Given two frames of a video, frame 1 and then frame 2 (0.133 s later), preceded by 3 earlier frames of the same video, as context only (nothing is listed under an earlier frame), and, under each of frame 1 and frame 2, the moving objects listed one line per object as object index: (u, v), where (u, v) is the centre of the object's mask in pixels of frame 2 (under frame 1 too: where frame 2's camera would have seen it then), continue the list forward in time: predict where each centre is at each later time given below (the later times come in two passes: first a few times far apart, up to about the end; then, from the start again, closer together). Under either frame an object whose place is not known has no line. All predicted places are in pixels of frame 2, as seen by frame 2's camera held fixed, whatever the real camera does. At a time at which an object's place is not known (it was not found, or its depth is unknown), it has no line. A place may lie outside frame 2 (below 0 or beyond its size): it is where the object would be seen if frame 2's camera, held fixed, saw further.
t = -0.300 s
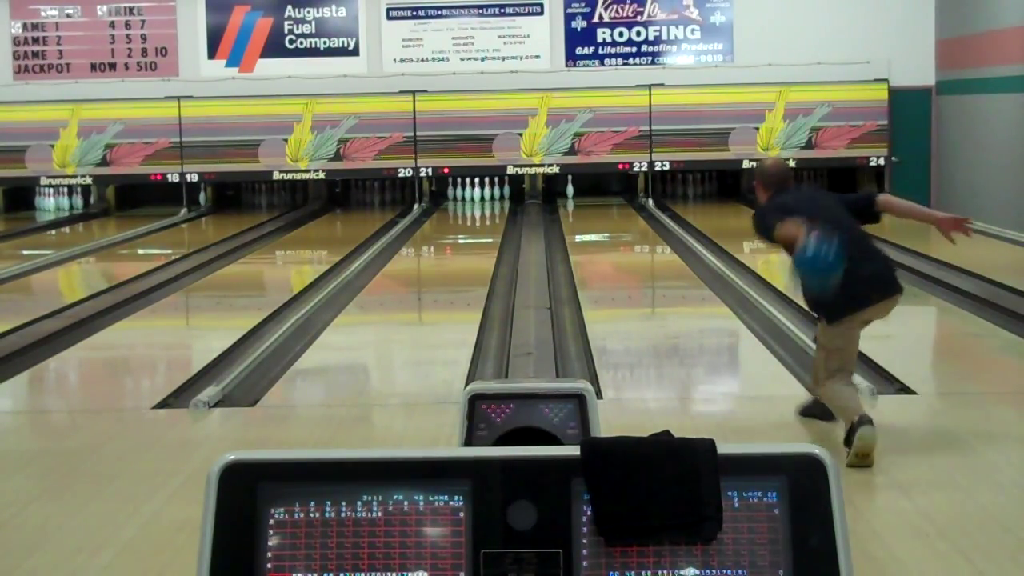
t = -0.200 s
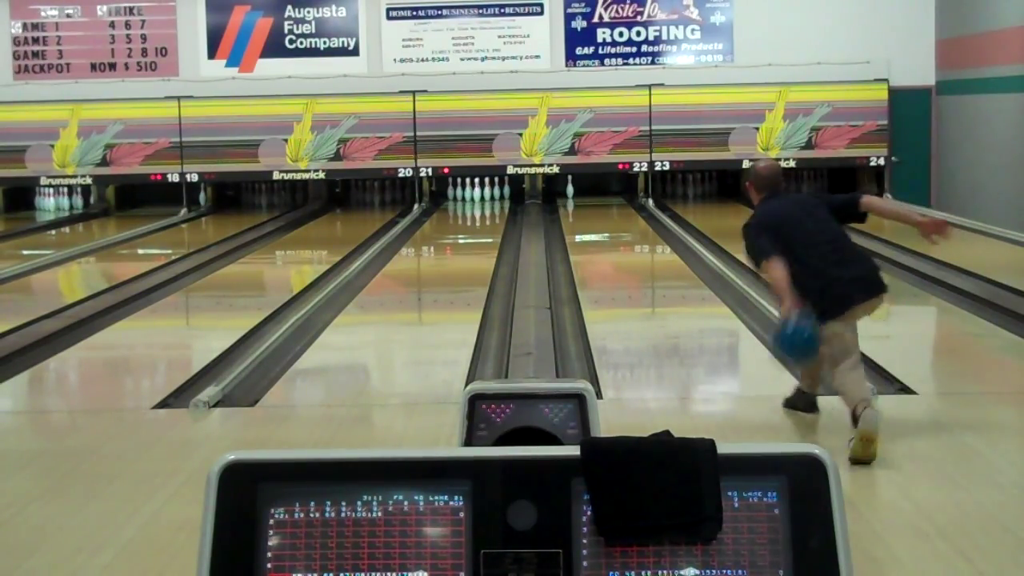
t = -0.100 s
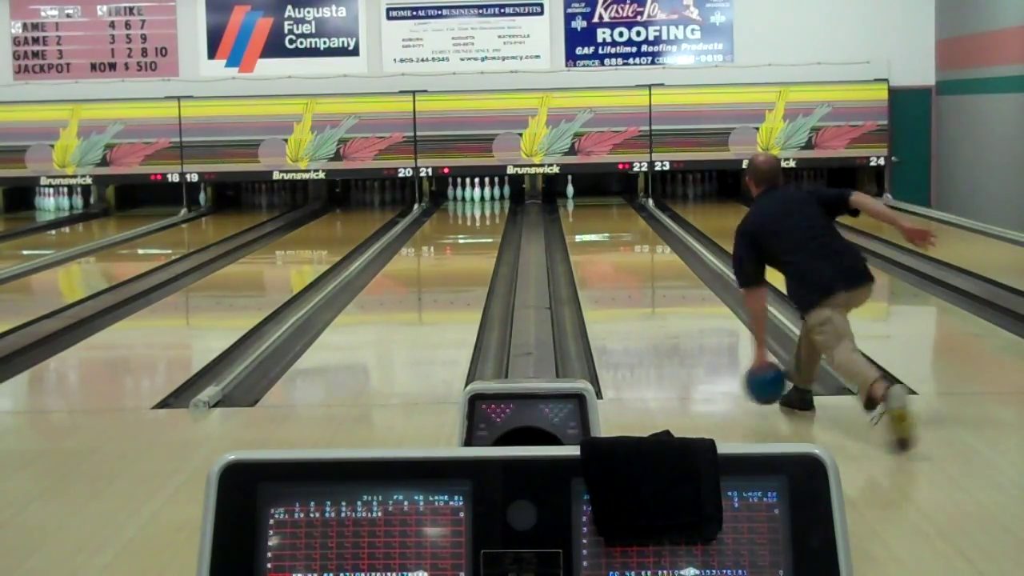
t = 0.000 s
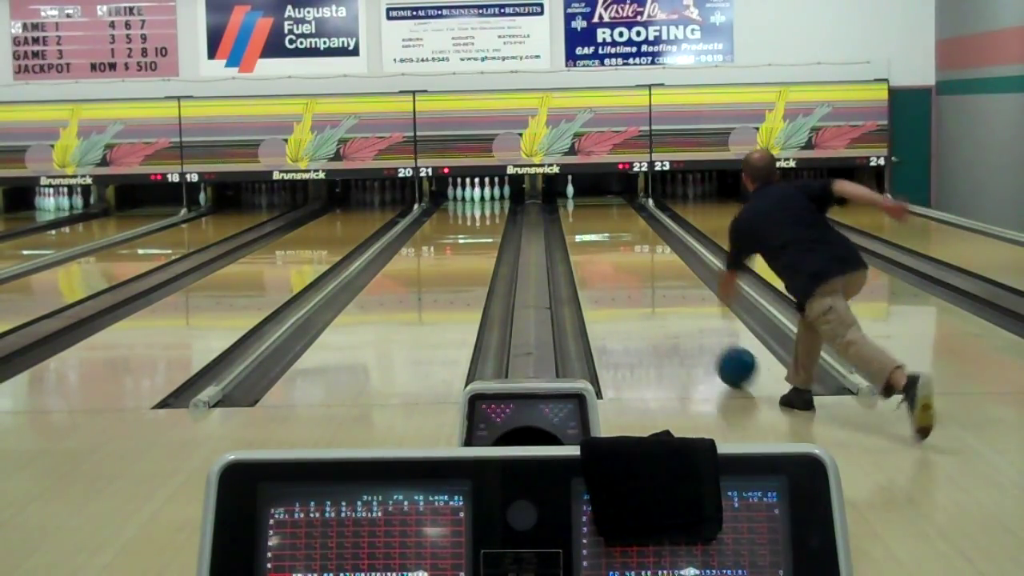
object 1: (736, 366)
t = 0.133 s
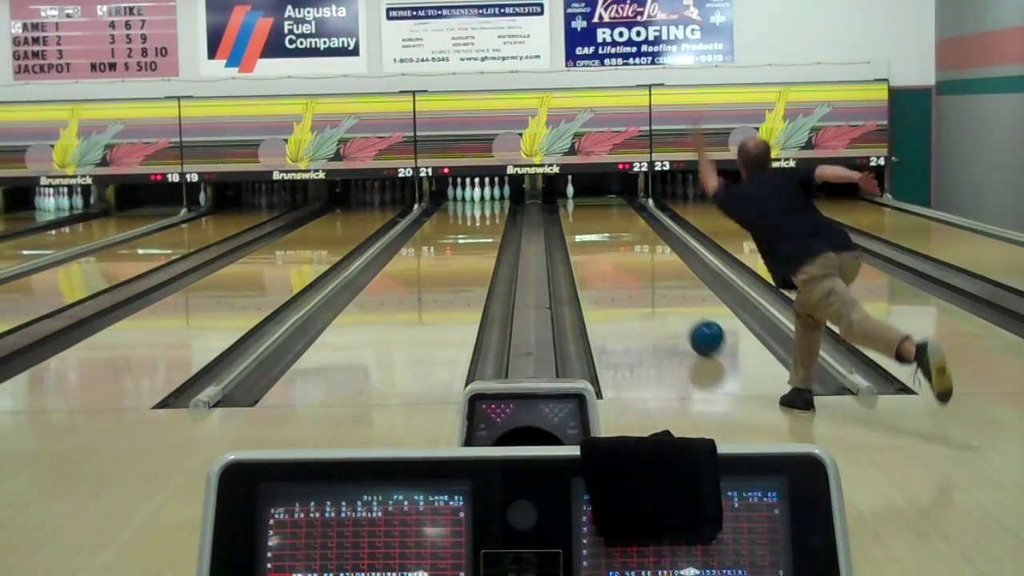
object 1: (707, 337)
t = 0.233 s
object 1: (688, 319)
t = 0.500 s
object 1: (652, 283)
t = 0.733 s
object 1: (636, 260)
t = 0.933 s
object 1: (621, 242)
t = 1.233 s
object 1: (602, 225)
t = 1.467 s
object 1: (592, 215)
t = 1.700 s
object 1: (584, 206)
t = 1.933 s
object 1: (576, 199)
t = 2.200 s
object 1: (569, 193)
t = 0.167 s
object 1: (700, 331)
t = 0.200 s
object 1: (694, 325)
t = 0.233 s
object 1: (688, 319)
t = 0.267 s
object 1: (683, 313)
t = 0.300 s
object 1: (678, 308)
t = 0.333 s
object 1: (673, 303)
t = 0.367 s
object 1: (668, 298)
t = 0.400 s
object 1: (664, 294)
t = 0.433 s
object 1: (660, 290)
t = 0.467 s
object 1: (656, 287)
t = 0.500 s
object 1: (652, 283)
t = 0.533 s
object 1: (648, 279)
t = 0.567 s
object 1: (645, 276)
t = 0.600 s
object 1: (641, 273)
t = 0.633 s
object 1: (638, 269)
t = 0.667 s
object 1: (635, 266)
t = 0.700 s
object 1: (638, 263)
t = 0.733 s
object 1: (636, 260)
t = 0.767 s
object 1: (633, 258)
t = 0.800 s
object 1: (630, 253)
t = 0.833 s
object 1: (628, 249)
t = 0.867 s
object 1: (625, 249)
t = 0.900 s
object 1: (622, 244)
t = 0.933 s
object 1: (621, 242)
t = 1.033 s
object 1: (612, 235)
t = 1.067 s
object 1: (611, 233)
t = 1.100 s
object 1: (609, 231)
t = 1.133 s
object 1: (608, 231)
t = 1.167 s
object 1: (606, 228)
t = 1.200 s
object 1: (604, 228)
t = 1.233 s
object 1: (602, 225)
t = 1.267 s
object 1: (601, 224)
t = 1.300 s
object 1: (600, 222)
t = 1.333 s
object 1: (598, 221)
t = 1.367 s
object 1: (596, 220)
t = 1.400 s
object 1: (595, 218)
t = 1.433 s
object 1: (593, 216)
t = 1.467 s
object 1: (592, 215)
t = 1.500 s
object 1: (590, 214)
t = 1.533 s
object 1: (589, 212)
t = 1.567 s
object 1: (588, 210)
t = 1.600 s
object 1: (586, 211)
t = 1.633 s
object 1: (586, 210)
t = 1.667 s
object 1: (585, 208)
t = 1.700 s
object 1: (584, 206)
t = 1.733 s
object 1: (581, 205)
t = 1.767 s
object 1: (580, 205)
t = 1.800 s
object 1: (580, 204)
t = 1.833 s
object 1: (580, 203)
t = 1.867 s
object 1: (579, 201)
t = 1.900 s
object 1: (578, 200)
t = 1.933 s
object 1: (576, 199)
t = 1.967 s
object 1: (574, 199)
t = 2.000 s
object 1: (574, 199)
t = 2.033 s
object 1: (574, 197)
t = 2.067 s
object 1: (573, 198)
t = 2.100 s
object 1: (570, 195)
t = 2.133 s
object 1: (571, 194)
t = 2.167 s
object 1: (569, 193)
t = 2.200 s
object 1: (569, 193)
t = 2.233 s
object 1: (570, 192)
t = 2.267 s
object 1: (569, 192)
